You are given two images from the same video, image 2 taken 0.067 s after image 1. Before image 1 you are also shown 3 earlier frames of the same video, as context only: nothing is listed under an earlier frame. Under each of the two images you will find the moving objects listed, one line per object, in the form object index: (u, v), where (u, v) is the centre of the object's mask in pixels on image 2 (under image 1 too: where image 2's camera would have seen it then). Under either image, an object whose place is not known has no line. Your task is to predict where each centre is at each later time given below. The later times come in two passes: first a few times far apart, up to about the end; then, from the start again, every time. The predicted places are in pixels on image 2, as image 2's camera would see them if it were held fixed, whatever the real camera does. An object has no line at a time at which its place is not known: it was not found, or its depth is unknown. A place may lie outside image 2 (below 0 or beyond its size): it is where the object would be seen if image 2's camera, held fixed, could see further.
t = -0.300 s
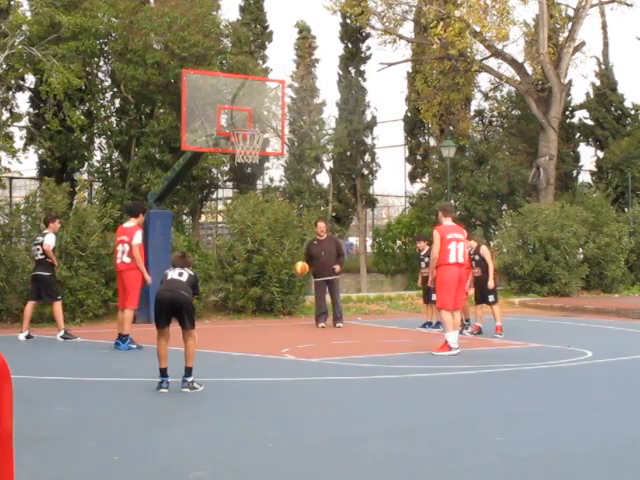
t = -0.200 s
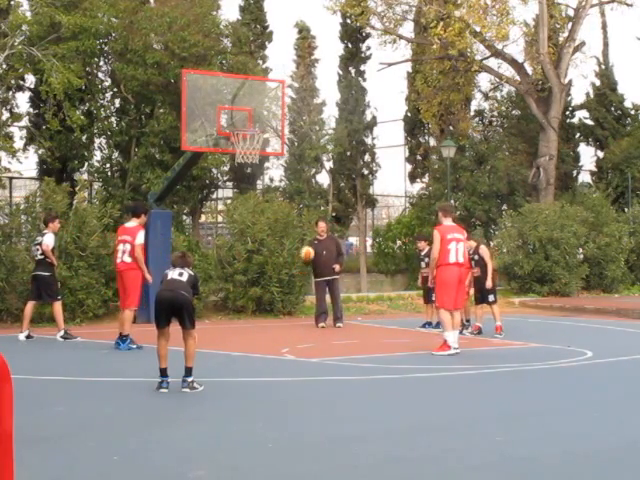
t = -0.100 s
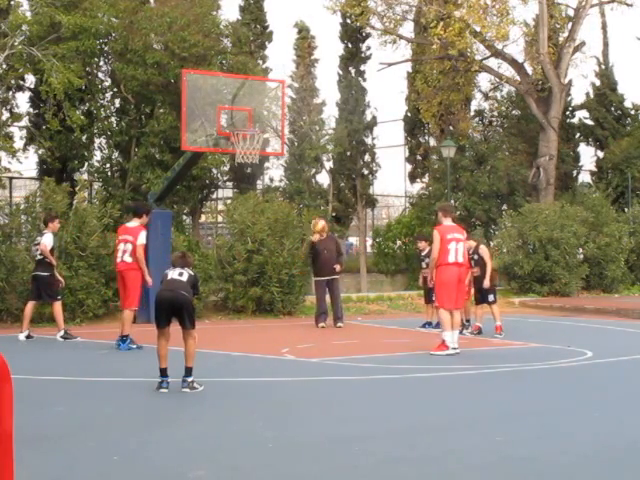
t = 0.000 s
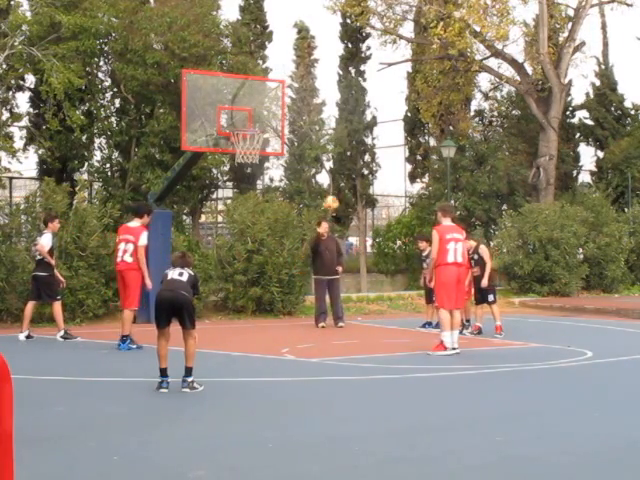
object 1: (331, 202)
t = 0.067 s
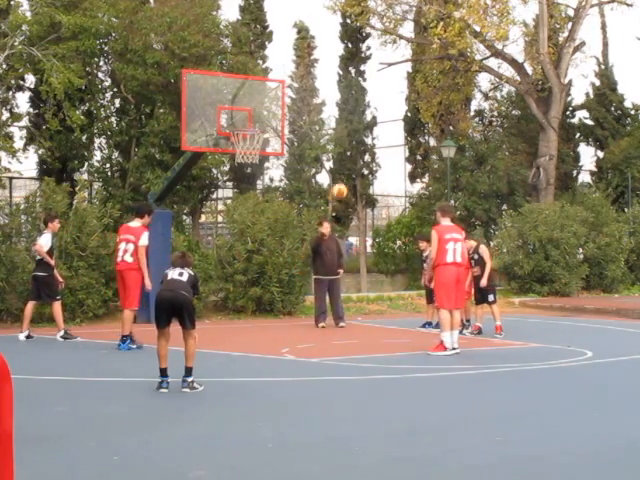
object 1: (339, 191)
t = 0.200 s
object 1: (357, 175)
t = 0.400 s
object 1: (382, 174)
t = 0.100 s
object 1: (343, 186)
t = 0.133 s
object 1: (347, 182)
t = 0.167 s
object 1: (352, 178)
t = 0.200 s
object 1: (357, 175)
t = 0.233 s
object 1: (360, 173)
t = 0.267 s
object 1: (366, 171)
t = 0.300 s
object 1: (369, 170)
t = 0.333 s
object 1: (374, 171)
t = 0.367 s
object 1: (379, 172)
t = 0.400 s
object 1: (382, 174)
